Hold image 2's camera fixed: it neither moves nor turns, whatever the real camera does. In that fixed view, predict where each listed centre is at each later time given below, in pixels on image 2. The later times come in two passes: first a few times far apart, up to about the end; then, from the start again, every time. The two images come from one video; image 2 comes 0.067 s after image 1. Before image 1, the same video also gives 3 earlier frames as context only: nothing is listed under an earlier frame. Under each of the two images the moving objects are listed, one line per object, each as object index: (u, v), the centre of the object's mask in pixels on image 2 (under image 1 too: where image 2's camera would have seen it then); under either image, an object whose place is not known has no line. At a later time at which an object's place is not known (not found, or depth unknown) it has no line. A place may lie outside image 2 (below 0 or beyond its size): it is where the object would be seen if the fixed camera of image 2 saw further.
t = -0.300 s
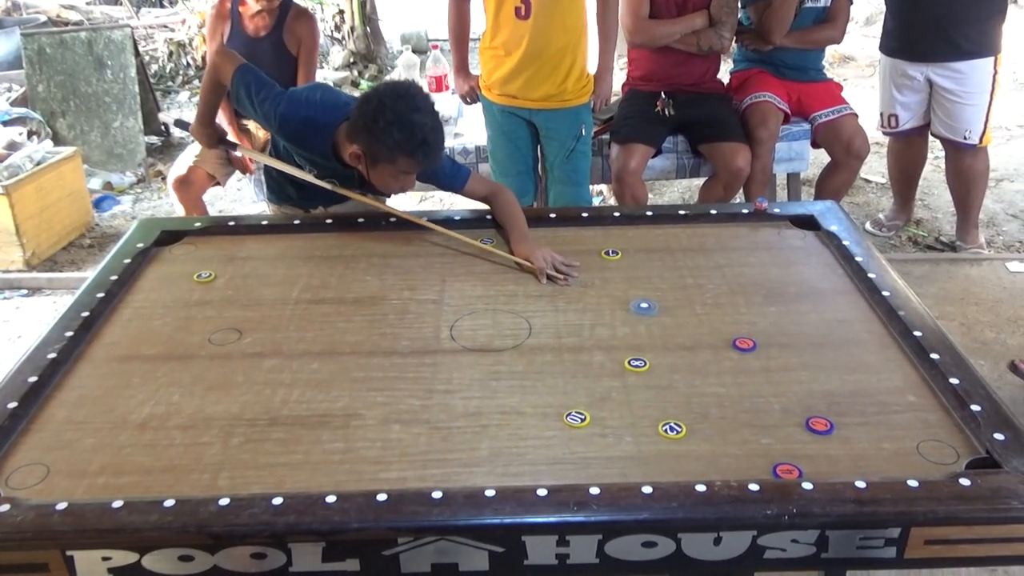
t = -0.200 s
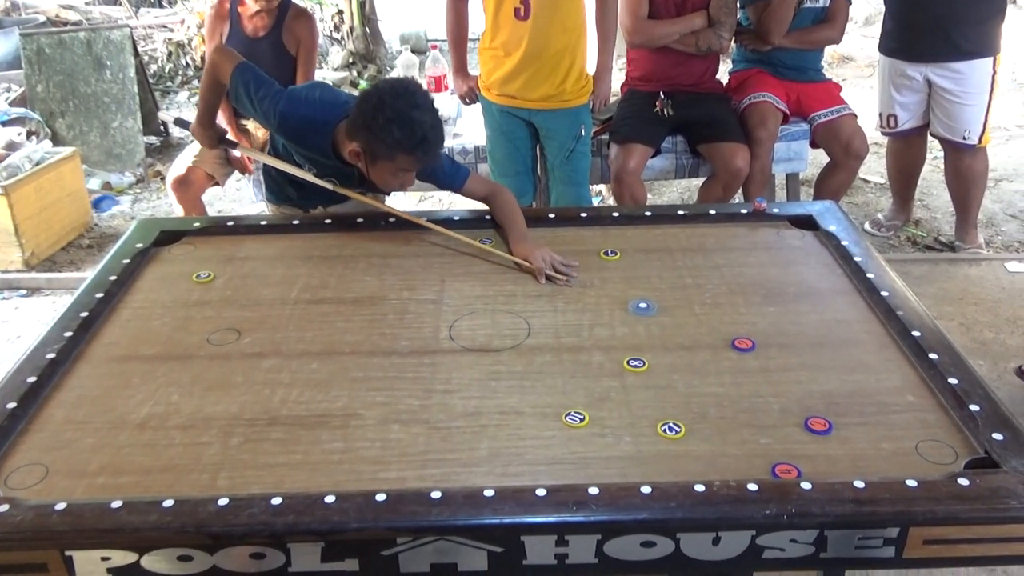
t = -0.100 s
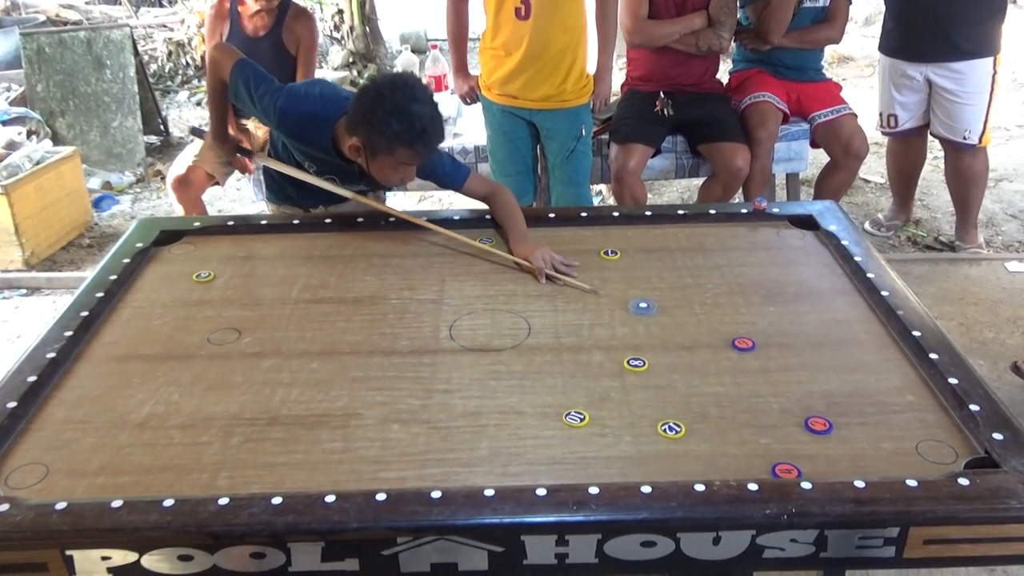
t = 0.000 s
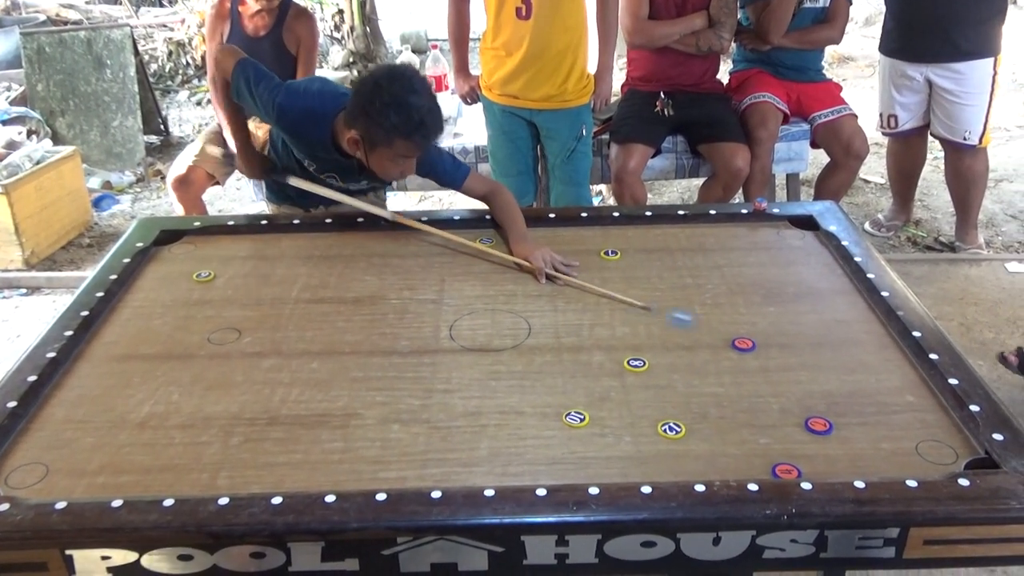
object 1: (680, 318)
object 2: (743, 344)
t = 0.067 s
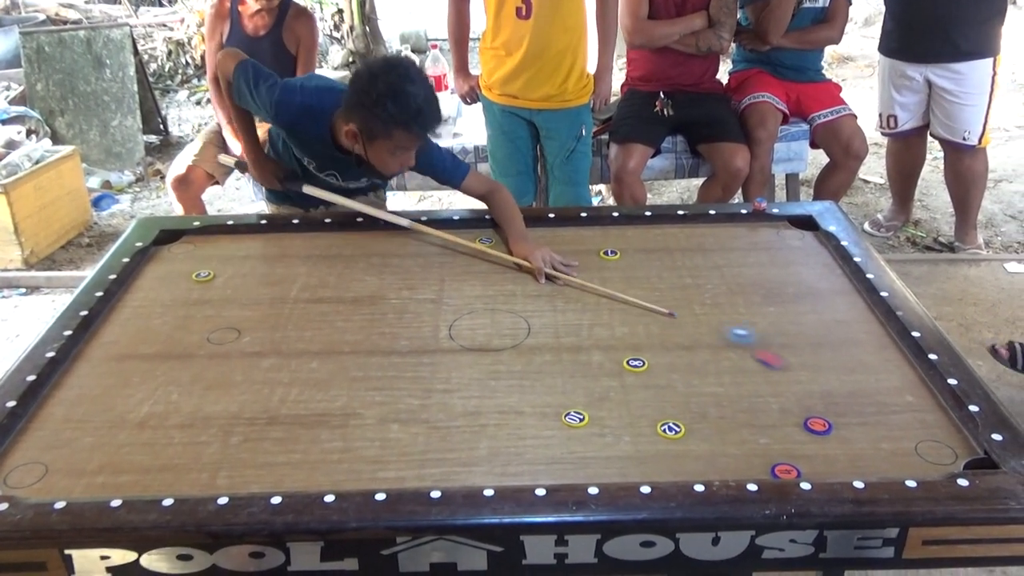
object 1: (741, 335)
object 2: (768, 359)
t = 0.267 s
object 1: (873, 358)
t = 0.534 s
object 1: (816, 373)
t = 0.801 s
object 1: (738, 384)
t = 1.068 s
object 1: (681, 388)
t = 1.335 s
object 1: (664, 390)
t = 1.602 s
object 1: (663, 390)
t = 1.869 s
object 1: (664, 390)
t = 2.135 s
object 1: (664, 390)
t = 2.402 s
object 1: (664, 390)
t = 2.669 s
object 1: (664, 390)
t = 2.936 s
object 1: (664, 390)
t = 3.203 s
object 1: (663, 390)
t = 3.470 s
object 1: (663, 390)
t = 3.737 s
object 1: (664, 390)
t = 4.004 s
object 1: (664, 390)
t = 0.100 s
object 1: (763, 338)
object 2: (811, 382)
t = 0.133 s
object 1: (786, 342)
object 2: (853, 404)
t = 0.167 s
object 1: (806, 346)
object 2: (901, 431)
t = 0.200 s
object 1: (828, 349)
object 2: (950, 457)
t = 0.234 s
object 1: (851, 353)
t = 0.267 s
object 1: (873, 358)
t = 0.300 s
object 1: (895, 361)
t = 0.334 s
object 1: (888, 364)
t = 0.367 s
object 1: (875, 365)
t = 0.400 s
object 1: (863, 367)
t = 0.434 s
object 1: (852, 369)
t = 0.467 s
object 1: (840, 371)
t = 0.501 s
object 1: (828, 372)
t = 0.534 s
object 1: (816, 373)
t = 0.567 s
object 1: (805, 375)
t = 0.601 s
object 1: (795, 376)
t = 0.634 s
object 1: (785, 378)
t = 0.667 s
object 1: (775, 379)
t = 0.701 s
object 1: (766, 380)
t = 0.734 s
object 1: (756, 381)
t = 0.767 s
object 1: (747, 382)
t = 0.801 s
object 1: (738, 384)
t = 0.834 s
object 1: (729, 384)
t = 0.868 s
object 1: (722, 385)
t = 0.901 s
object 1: (714, 386)
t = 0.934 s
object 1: (707, 387)
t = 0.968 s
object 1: (700, 387)
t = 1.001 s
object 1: (695, 388)
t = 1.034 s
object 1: (687, 388)
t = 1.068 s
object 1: (681, 388)
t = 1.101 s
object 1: (676, 389)
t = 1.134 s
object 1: (672, 390)
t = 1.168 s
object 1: (668, 390)
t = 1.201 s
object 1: (665, 390)
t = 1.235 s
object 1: (664, 390)
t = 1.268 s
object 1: (664, 390)
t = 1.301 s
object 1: (664, 390)
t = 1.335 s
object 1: (664, 390)
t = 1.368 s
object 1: (664, 390)
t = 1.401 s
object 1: (663, 390)
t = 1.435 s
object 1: (663, 390)
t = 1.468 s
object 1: (663, 390)
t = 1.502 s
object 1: (663, 390)
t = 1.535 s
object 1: (663, 390)
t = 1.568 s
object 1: (663, 390)
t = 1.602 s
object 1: (663, 390)
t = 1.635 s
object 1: (663, 390)
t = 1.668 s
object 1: (663, 390)
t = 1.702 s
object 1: (664, 390)
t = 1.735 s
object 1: (664, 390)
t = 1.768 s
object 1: (664, 390)
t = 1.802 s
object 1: (664, 390)
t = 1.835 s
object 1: (664, 390)
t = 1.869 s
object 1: (664, 390)
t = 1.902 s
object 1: (664, 390)
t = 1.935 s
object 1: (664, 390)
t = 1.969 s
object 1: (664, 390)
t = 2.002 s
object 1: (664, 390)
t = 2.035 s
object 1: (664, 390)
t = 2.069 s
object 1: (664, 390)
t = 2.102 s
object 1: (664, 390)
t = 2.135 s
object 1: (664, 390)
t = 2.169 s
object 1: (664, 390)
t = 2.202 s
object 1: (664, 390)
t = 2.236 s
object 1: (664, 390)
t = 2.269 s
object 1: (664, 390)
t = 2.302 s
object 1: (664, 390)
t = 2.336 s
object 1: (663, 391)
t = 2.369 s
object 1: (664, 390)
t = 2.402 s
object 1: (664, 390)
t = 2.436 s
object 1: (664, 390)
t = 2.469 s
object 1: (664, 390)
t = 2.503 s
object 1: (664, 390)
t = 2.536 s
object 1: (664, 390)
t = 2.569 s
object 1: (664, 390)
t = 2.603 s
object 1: (664, 390)
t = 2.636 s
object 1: (664, 390)
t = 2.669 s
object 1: (664, 390)
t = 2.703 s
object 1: (664, 390)
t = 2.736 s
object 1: (664, 390)
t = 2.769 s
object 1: (664, 390)
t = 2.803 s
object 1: (664, 390)
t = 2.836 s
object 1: (664, 390)
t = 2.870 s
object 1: (664, 390)
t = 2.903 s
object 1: (664, 390)
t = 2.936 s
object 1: (664, 390)
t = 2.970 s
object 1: (664, 390)
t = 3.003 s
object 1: (664, 390)
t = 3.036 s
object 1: (664, 390)
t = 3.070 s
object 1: (663, 390)
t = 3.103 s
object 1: (663, 390)
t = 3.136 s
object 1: (663, 390)
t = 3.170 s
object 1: (663, 390)
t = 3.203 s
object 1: (663, 390)
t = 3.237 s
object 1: (664, 390)
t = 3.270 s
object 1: (663, 391)
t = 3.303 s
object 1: (664, 390)
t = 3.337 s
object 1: (664, 390)
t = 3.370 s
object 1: (664, 390)
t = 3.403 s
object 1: (663, 391)
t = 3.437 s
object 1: (664, 390)
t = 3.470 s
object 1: (663, 390)
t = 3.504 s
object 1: (664, 390)
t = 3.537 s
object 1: (663, 390)
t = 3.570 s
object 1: (663, 390)
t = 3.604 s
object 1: (663, 390)
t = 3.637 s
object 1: (664, 390)
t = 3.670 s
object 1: (664, 390)
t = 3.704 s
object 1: (664, 390)
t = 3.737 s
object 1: (664, 390)
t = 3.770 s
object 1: (663, 390)
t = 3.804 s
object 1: (664, 390)
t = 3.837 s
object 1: (664, 390)
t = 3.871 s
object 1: (663, 390)
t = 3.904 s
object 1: (664, 390)
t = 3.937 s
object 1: (664, 390)
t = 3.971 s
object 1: (664, 390)
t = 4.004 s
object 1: (664, 390)
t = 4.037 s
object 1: (664, 390)
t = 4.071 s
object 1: (663, 391)
